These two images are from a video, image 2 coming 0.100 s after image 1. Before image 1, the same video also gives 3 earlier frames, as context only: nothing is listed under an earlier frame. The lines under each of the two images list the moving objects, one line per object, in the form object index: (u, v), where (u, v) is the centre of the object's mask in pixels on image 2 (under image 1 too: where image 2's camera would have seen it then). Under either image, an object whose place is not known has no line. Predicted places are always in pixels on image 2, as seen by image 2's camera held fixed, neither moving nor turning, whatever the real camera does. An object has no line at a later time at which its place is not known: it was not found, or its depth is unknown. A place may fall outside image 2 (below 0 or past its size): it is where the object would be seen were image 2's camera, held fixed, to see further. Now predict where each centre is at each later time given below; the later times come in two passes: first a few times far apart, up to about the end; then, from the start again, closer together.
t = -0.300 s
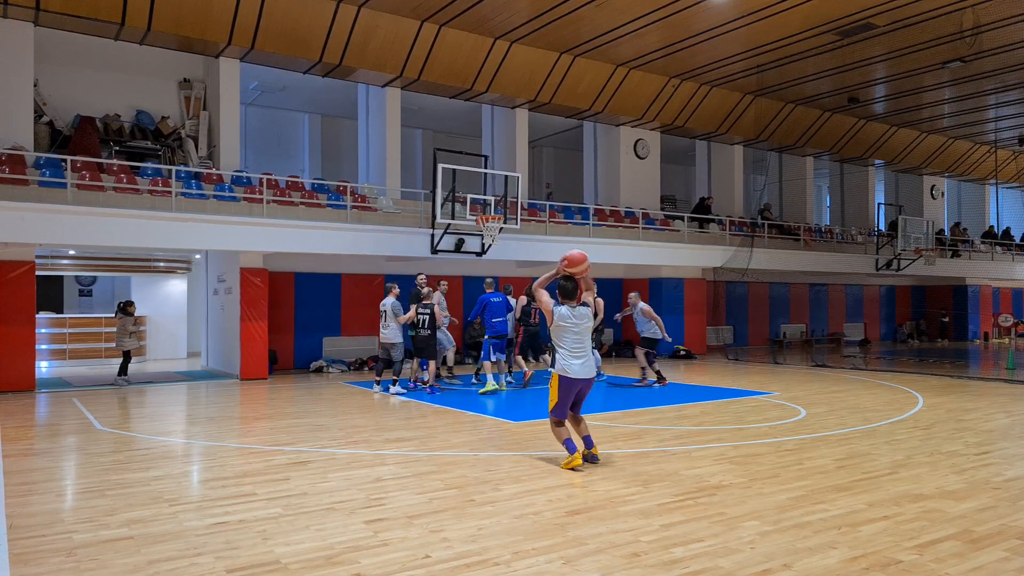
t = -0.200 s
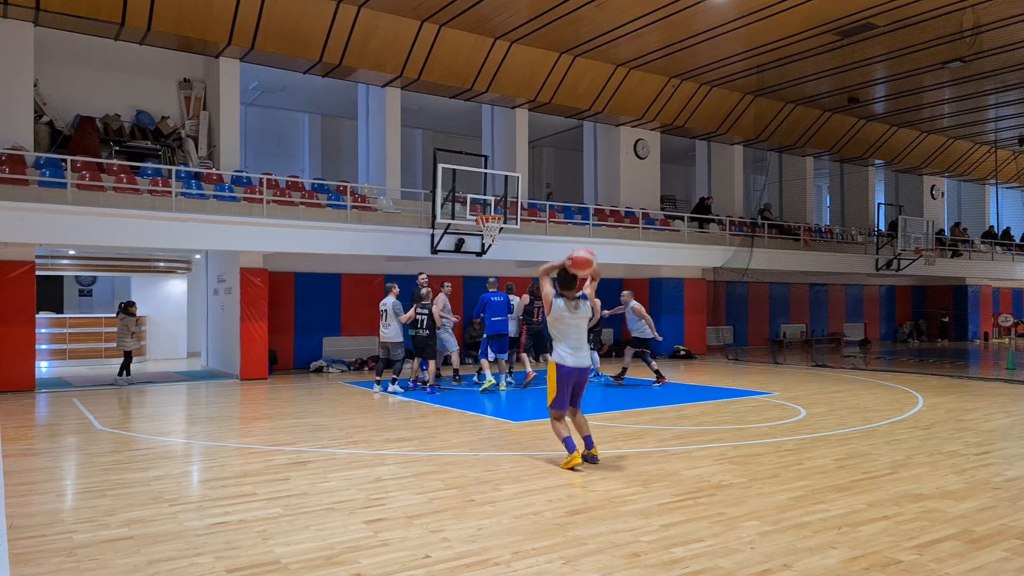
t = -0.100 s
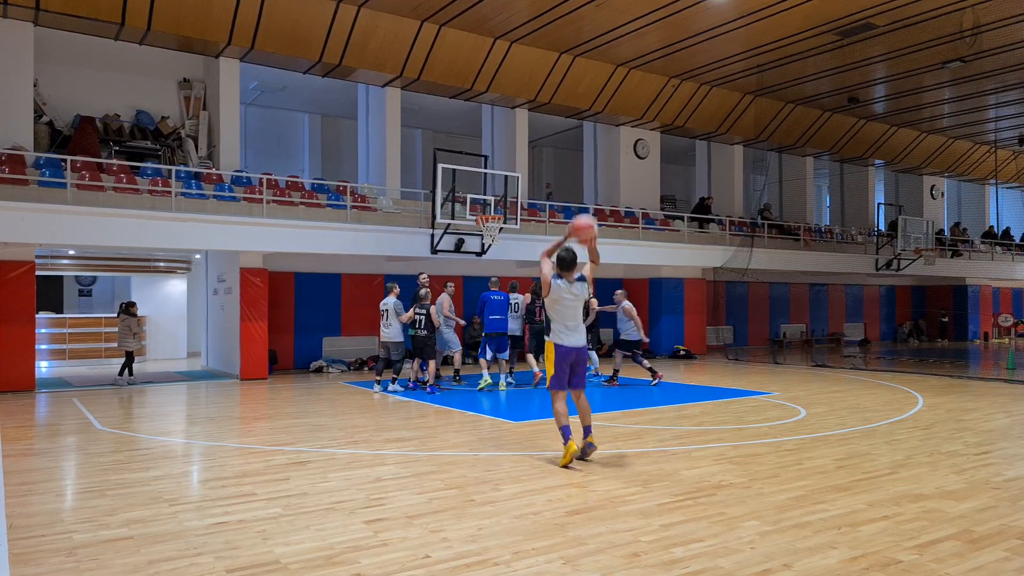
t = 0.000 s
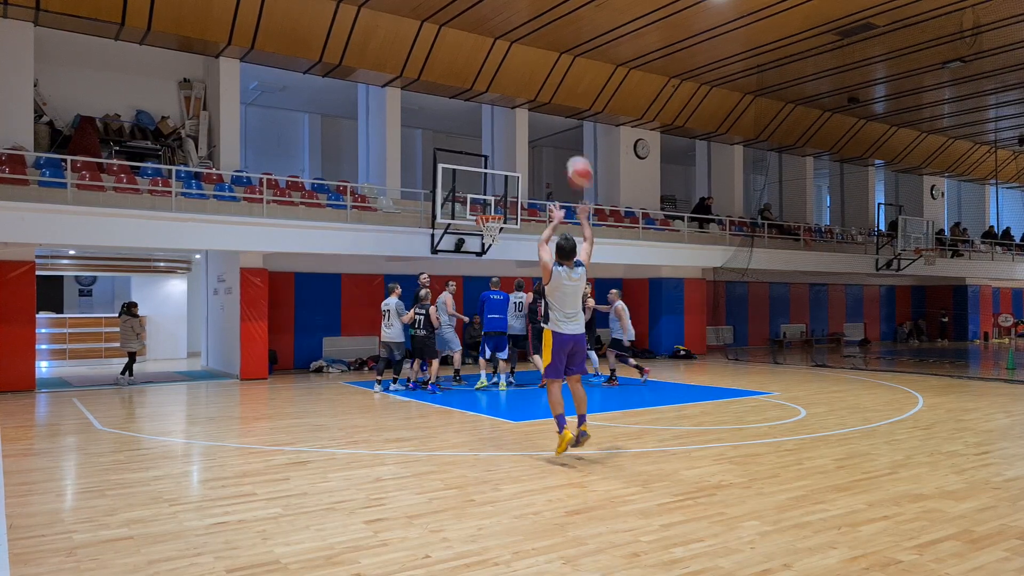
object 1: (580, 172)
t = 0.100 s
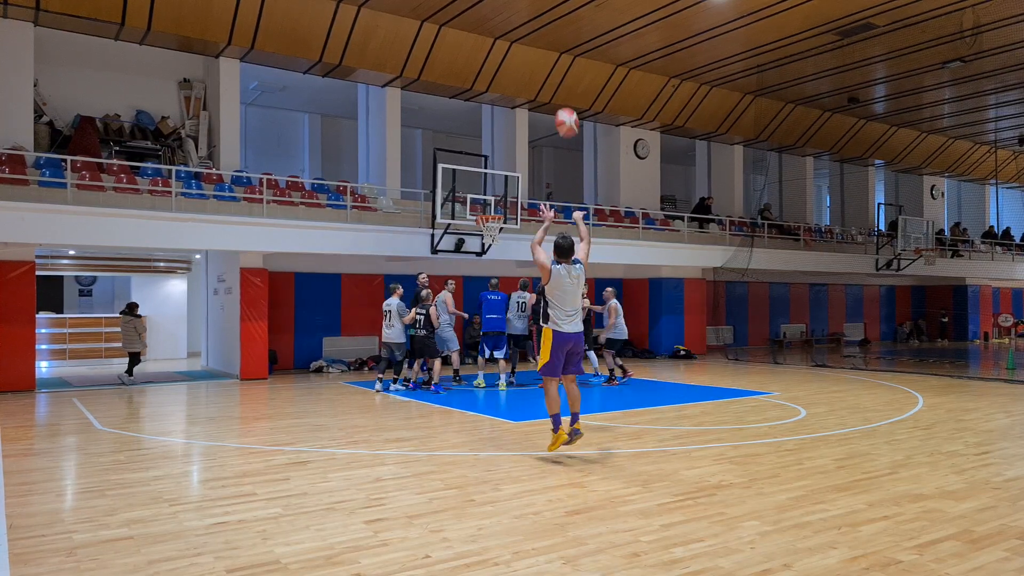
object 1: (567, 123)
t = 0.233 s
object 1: (552, 79)
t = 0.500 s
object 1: (531, 52)
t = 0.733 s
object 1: (519, 71)
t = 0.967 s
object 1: (507, 118)
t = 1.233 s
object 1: (497, 196)
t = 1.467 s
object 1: (502, 206)
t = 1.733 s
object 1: (517, 226)
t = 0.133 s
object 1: (563, 109)
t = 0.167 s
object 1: (559, 98)
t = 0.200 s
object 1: (556, 88)
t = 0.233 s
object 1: (552, 79)
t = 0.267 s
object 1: (549, 72)
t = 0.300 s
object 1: (547, 66)
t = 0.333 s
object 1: (545, 60)
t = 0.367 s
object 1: (542, 57)
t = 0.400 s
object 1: (539, 55)
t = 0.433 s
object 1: (536, 53)
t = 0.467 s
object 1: (533, 52)
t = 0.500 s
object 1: (531, 52)
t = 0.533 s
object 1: (528, 53)
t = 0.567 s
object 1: (526, 53)
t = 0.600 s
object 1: (525, 56)
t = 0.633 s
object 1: (524, 59)
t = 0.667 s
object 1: (522, 62)
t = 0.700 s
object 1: (521, 66)
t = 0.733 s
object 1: (519, 71)
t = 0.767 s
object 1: (516, 77)
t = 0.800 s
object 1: (515, 82)
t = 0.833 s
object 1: (513, 89)
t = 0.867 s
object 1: (511, 96)
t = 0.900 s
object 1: (509, 103)
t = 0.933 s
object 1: (509, 110)
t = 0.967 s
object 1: (507, 118)
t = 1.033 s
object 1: (504, 137)
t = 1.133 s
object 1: (500, 164)
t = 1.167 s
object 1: (498, 176)
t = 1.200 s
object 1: (497, 186)
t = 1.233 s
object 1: (497, 196)
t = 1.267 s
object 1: (495, 208)
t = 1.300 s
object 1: (496, 209)
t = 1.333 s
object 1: (497, 207)
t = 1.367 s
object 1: (499, 205)
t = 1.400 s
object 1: (501, 204)
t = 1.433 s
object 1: (501, 205)
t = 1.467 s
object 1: (502, 206)
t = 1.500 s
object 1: (505, 205)
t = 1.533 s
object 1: (507, 205)
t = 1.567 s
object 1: (509, 207)
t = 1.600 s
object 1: (510, 210)
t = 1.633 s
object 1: (512, 214)
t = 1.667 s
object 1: (513, 218)
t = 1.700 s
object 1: (515, 221)
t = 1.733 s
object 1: (517, 226)
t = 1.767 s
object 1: (518, 231)
